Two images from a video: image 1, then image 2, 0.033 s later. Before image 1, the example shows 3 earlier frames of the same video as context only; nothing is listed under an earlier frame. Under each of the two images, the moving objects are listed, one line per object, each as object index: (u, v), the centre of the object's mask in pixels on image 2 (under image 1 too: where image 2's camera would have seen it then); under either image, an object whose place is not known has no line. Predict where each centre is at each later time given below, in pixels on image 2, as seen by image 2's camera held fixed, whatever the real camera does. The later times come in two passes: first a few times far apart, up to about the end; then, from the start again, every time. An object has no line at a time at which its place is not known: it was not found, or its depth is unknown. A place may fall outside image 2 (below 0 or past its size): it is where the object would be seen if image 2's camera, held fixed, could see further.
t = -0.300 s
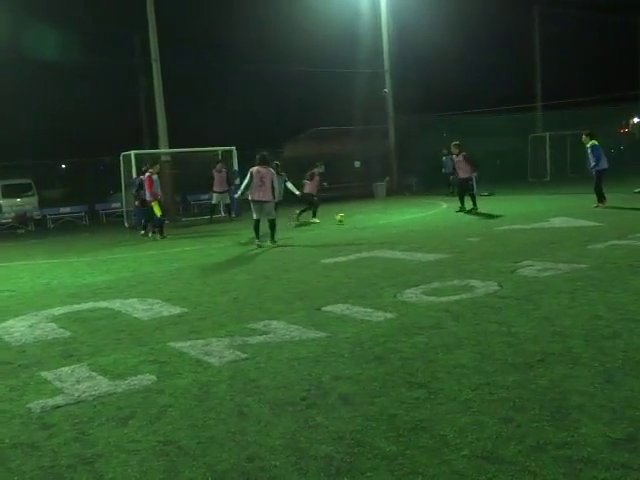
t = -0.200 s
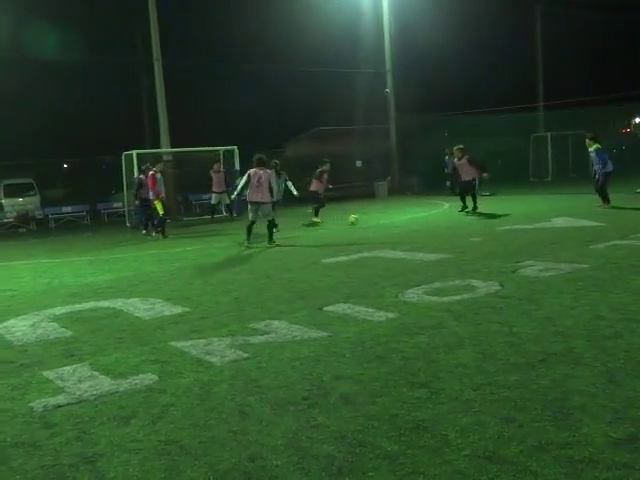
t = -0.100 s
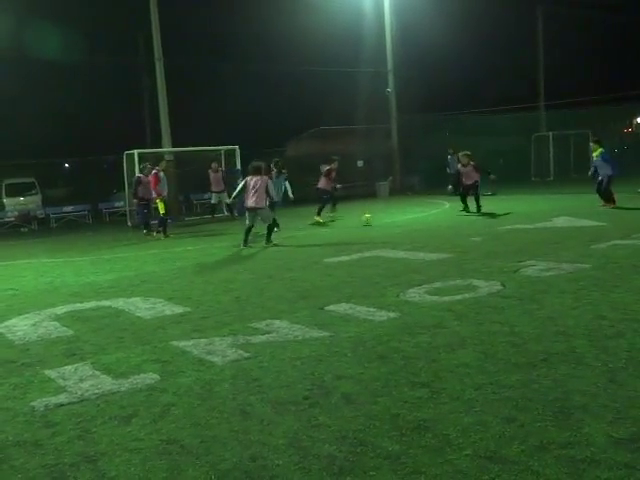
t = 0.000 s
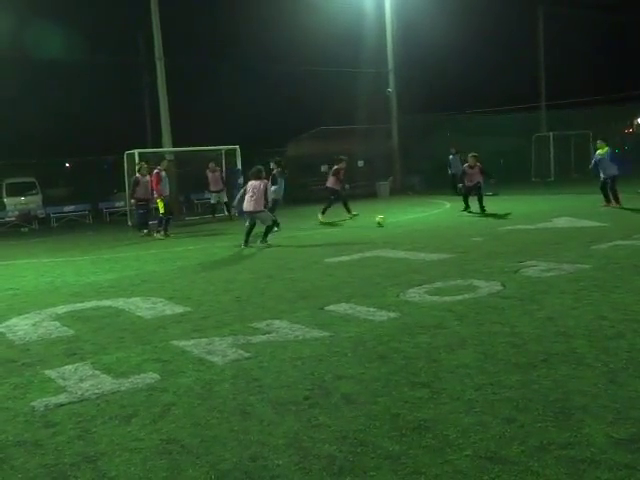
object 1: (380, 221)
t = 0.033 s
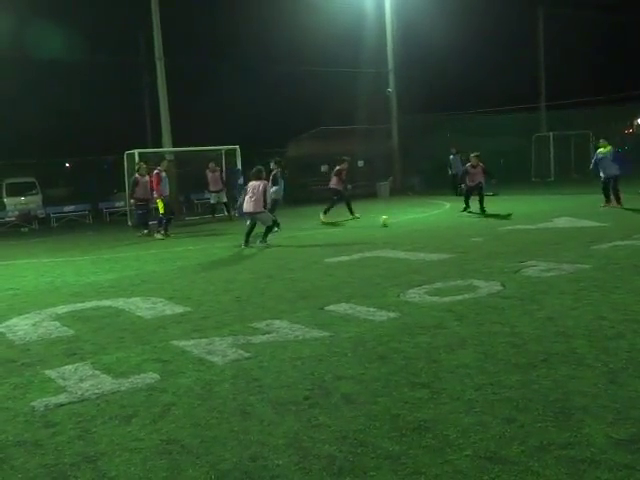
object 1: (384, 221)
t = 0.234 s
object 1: (411, 223)
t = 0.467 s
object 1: (445, 226)
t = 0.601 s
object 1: (467, 227)
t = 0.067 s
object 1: (389, 222)
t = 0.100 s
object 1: (393, 222)
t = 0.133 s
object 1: (397, 222)
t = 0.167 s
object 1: (402, 222)
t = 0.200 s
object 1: (406, 222)
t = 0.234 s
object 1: (411, 223)
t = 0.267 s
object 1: (416, 224)
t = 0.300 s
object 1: (420, 224)
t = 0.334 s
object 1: (425, 225)
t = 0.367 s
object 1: (430, 225)
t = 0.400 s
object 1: (434, 226)
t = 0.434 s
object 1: (440, 226)
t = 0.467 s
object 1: (445, 226)
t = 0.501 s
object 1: (450, 226)
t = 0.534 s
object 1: (457, 226)
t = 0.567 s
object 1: (461, 227)
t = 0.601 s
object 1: (467, 227)
